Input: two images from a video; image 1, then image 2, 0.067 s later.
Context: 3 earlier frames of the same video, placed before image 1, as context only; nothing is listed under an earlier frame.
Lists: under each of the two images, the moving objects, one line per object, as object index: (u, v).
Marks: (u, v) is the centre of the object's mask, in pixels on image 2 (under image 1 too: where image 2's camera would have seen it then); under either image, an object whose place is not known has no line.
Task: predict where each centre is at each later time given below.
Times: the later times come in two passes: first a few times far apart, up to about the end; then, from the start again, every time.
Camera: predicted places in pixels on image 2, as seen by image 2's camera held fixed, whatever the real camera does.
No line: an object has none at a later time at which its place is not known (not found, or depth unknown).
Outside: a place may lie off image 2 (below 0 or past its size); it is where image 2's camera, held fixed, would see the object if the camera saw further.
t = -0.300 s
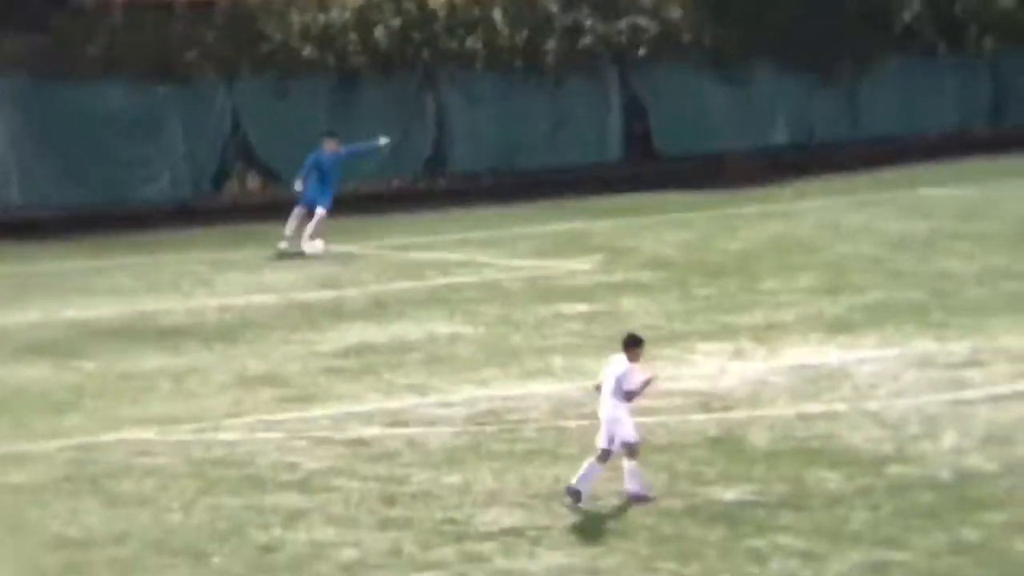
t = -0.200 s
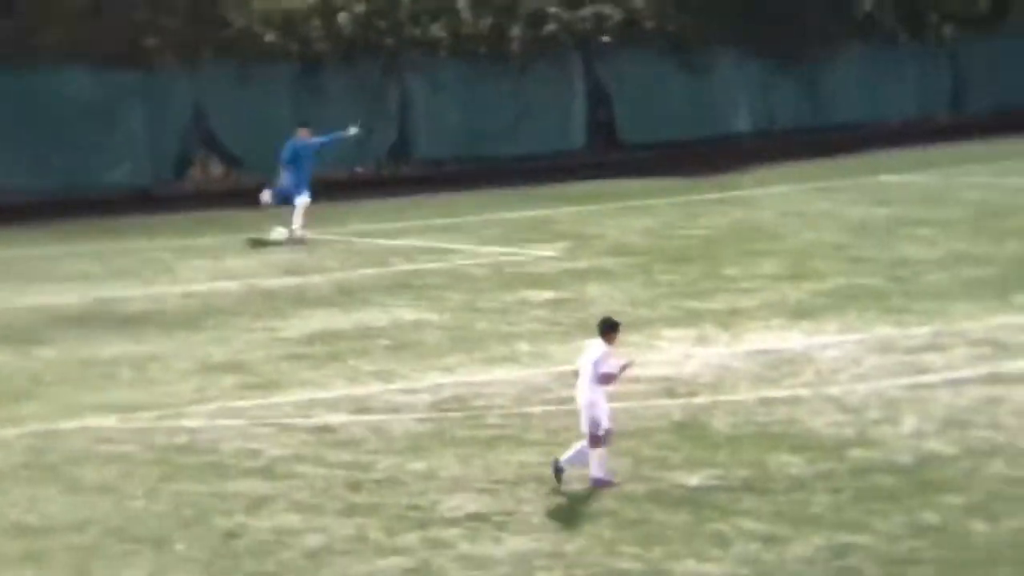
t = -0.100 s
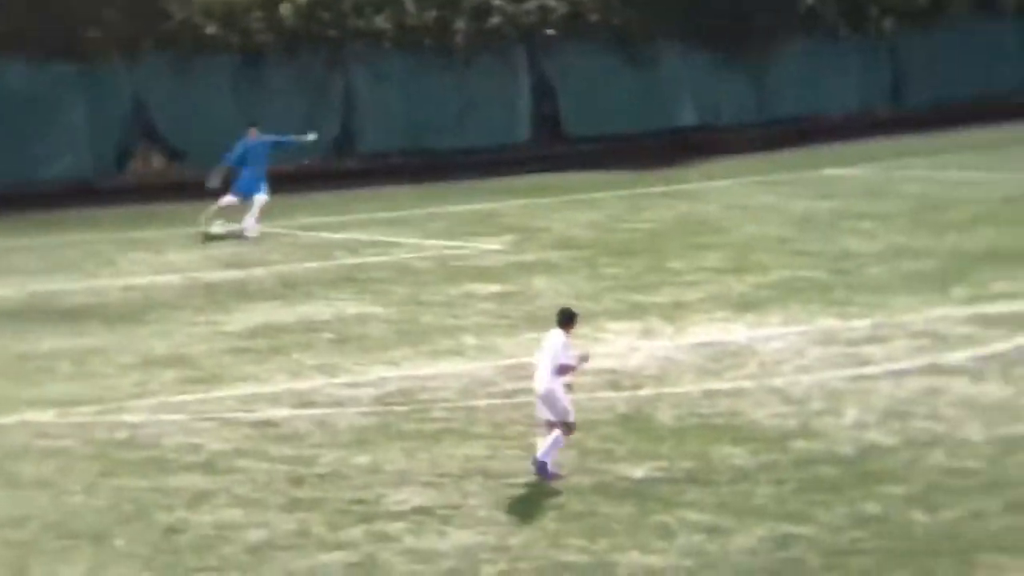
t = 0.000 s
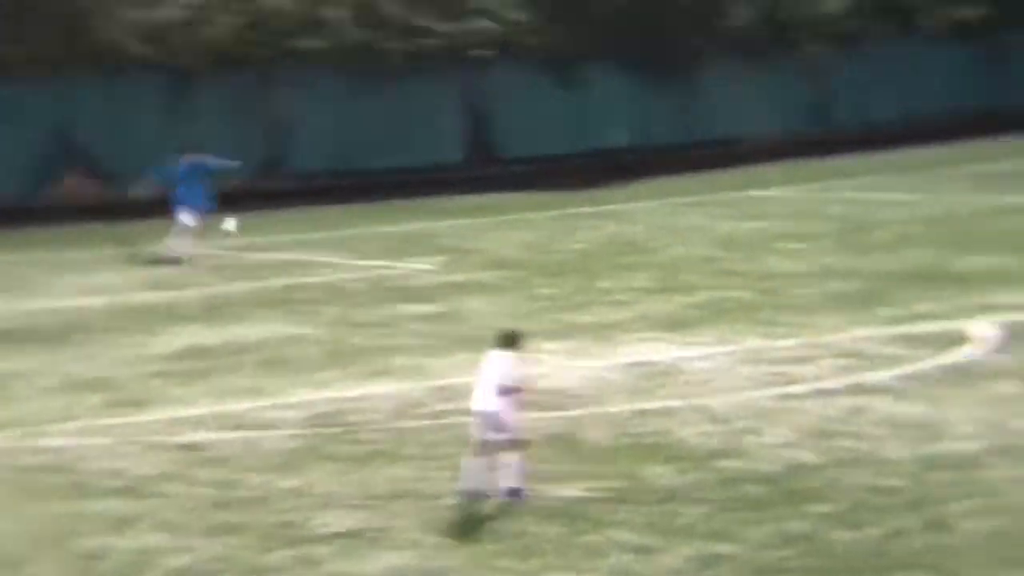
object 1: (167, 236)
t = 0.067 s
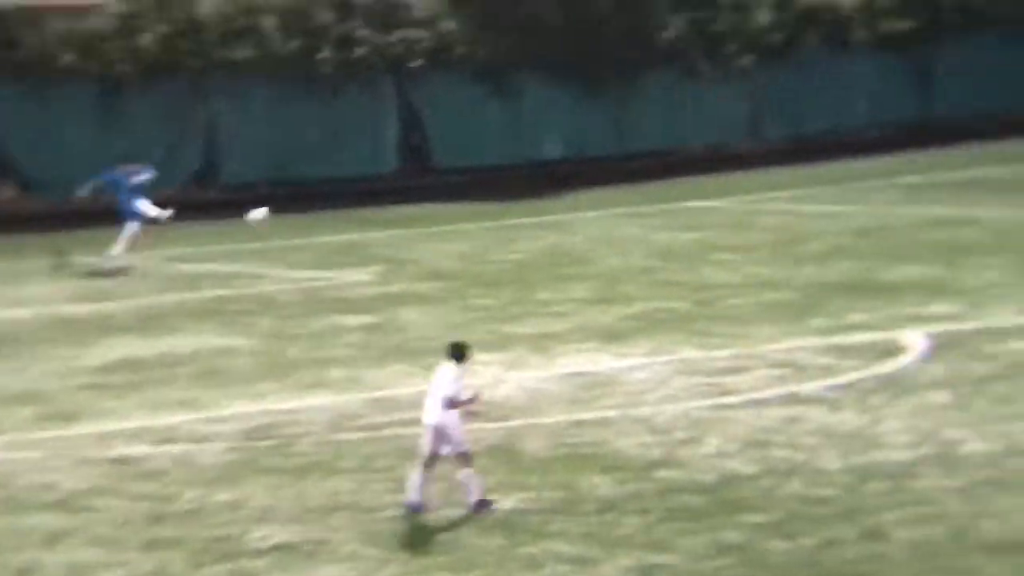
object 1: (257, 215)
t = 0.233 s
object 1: (509, 167)
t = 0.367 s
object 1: (697, 140)
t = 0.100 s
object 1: (302, 206)
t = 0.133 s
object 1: (352, 197)
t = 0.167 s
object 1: (401, 187)
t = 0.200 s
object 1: (450, 178)
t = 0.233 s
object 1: (509, 167)
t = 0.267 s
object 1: (551, 158)
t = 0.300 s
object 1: (600, 152)
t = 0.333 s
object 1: (647, 147)
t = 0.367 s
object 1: (697, 140)
